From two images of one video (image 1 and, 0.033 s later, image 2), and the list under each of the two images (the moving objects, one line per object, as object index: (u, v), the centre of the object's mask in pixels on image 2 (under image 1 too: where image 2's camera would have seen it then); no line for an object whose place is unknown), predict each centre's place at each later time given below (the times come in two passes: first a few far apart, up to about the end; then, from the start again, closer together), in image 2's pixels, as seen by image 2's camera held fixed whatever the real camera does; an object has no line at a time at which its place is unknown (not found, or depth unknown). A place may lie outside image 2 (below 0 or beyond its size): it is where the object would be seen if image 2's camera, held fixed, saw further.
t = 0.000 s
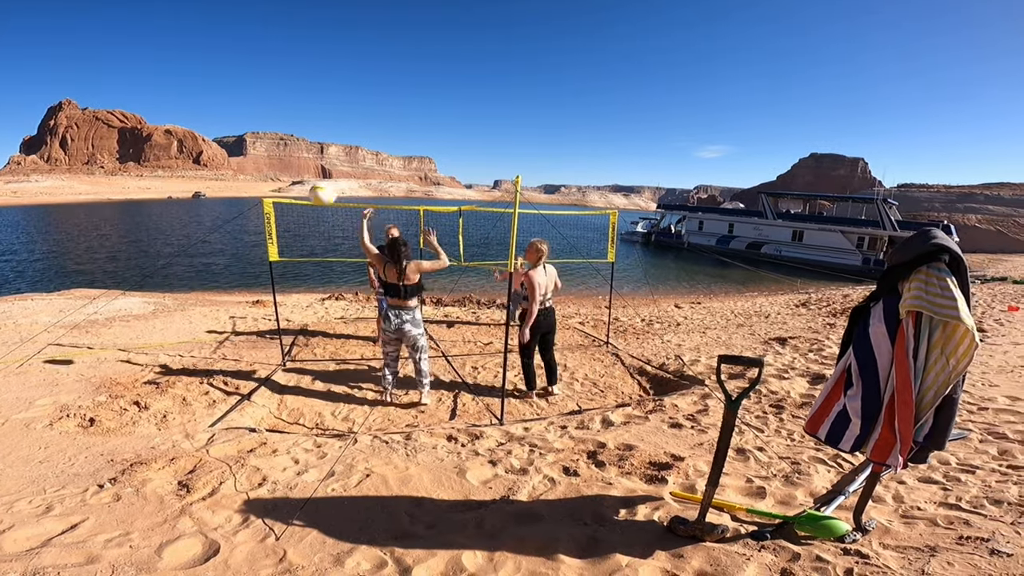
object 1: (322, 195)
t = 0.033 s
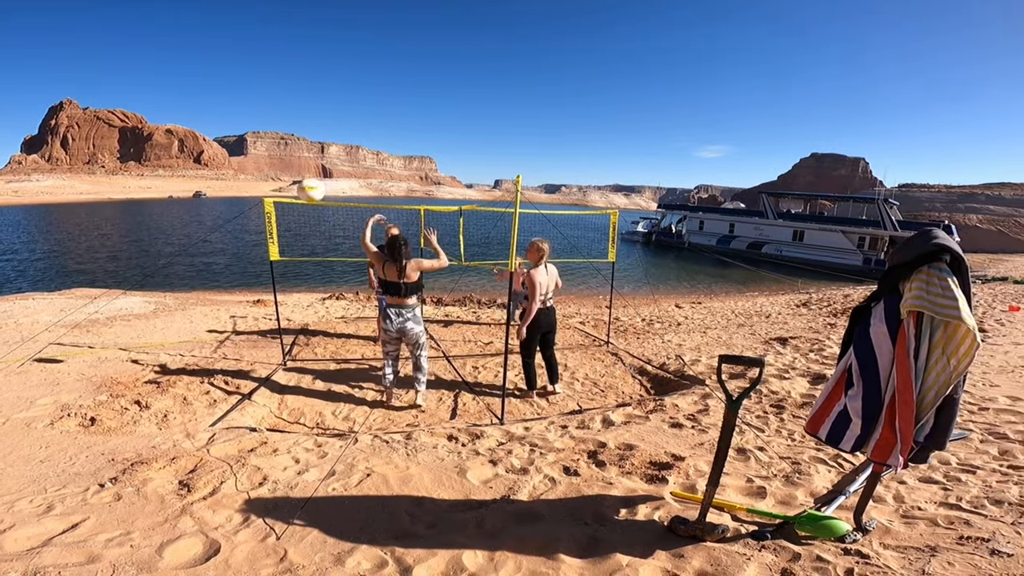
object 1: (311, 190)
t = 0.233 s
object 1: (236, 202)
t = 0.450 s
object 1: (160, 267)
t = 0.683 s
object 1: (107, 383)
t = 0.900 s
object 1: (72, 387)
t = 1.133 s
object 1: (39, 389)
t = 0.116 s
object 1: (279, 189)
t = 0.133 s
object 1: (273, 189)
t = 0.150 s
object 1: (267, 190)
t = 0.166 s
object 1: (261, 192)
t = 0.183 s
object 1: (254, 194)
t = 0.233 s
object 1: (236, 202)
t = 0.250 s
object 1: (229, 205)
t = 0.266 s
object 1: (223, 208)
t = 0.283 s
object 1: (217, 212)
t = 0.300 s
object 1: (211, 216)
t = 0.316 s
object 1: (205, 221)
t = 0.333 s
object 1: (199, 225)
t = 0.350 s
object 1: (193, 230)
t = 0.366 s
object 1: (187, 236)
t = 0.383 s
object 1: (181, 241)
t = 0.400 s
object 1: (176, 248)
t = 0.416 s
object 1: (170, 254)
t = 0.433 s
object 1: (165, 260)
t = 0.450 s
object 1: (160, 267)
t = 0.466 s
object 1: (155, 274)
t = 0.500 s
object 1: (146, 289)
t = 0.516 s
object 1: (142, 297)
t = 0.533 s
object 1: (138, 304)
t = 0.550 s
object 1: (133, 313)
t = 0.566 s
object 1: (129, 322)
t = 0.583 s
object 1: (125, 330)
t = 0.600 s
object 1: (121, 339)
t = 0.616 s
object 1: (118, 348)
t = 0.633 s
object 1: (115, 357)
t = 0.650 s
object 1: (112, 366)
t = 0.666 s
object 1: (110, 375)
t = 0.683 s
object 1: (107, 383)
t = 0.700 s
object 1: (104, 382)
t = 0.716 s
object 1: (101, 382)
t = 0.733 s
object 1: (97, 382)
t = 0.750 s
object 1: (95, 382)
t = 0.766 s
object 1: (92, 382)
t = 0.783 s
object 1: (90, 382)
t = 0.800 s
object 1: (87, 383)
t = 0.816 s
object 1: (85, 384)
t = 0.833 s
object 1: (83, 385)
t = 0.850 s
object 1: (80, 386)
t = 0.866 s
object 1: (77, 386)
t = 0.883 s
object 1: (74, 386)
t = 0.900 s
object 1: (72, 387)
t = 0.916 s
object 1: (70, 386)
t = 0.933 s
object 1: (67, 387)
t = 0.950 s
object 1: (65, 387)
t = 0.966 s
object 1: (62, 387)
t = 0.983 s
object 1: (60, 387)
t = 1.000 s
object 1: (58, 387)
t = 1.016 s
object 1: (56, 388)
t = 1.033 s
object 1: (54, 388)
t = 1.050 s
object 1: (52, 388)
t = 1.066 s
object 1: (50, 388)
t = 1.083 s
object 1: (47, 389)
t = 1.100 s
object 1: (44, 389)
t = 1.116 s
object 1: (42, 389)
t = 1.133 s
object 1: (39, 389)
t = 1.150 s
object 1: (37, 388)
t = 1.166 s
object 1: (35, 388)
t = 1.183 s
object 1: (33, 388)
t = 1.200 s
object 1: (30, 388)
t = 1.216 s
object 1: (29, 388)
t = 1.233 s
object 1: (27, 387)
